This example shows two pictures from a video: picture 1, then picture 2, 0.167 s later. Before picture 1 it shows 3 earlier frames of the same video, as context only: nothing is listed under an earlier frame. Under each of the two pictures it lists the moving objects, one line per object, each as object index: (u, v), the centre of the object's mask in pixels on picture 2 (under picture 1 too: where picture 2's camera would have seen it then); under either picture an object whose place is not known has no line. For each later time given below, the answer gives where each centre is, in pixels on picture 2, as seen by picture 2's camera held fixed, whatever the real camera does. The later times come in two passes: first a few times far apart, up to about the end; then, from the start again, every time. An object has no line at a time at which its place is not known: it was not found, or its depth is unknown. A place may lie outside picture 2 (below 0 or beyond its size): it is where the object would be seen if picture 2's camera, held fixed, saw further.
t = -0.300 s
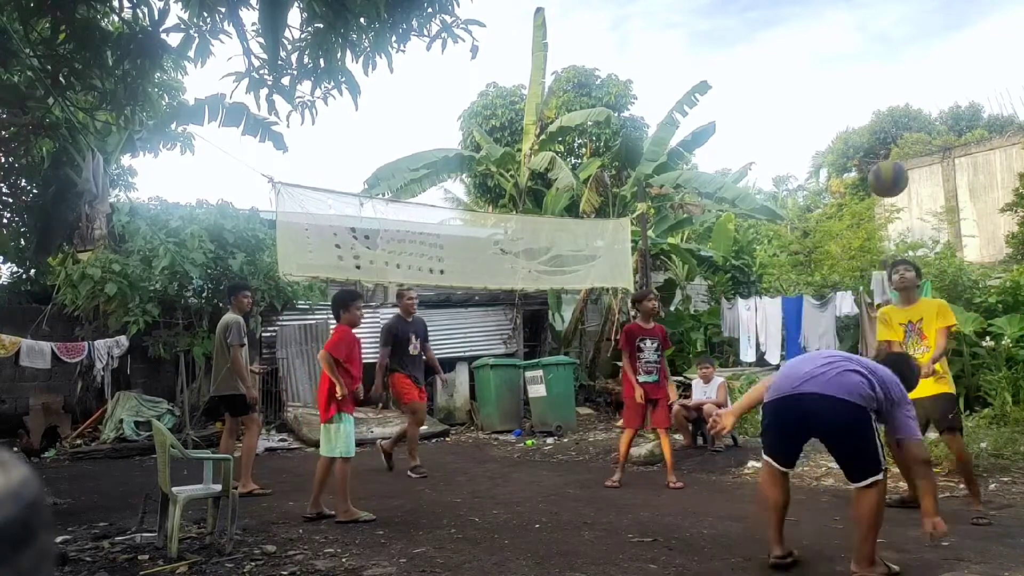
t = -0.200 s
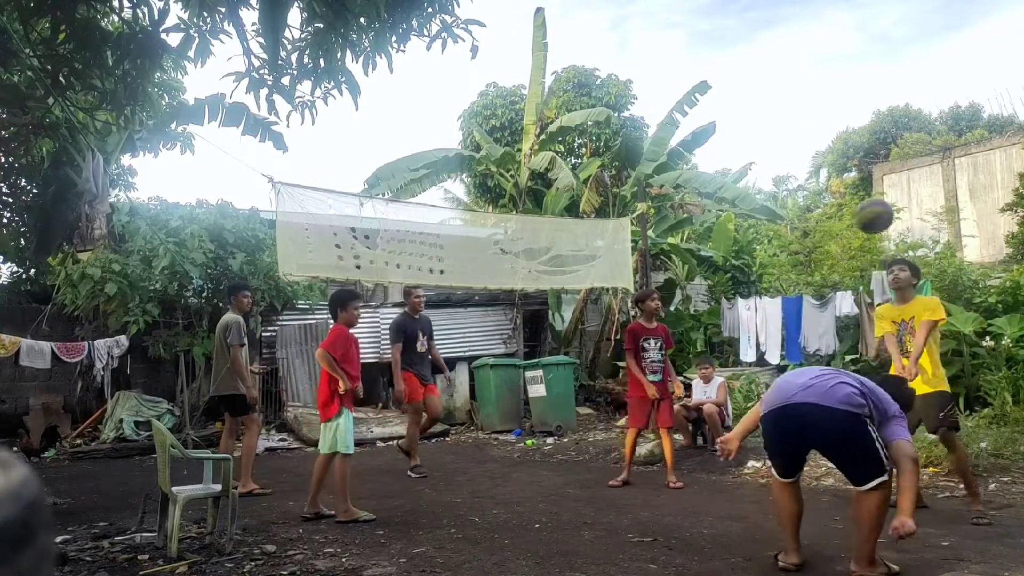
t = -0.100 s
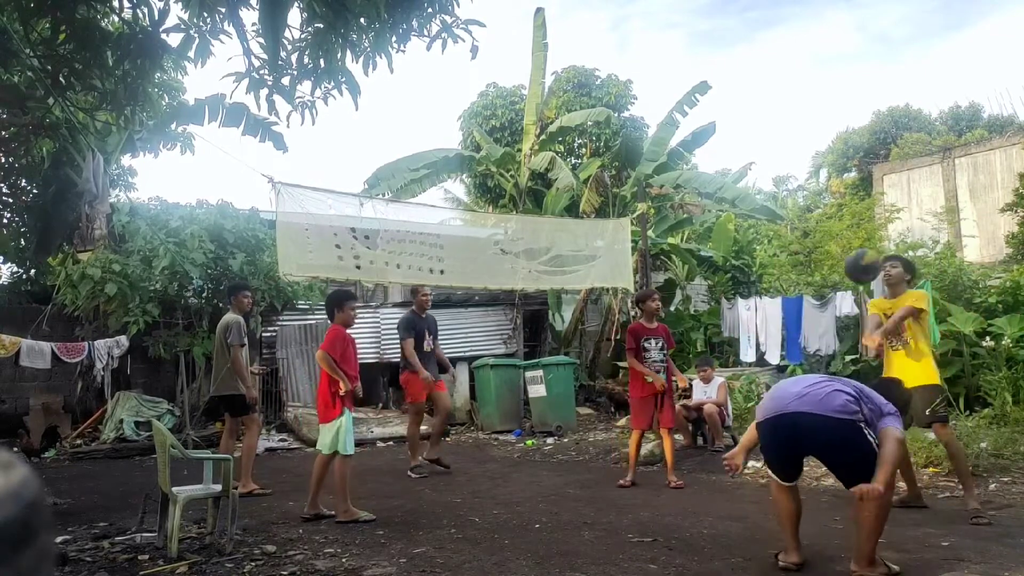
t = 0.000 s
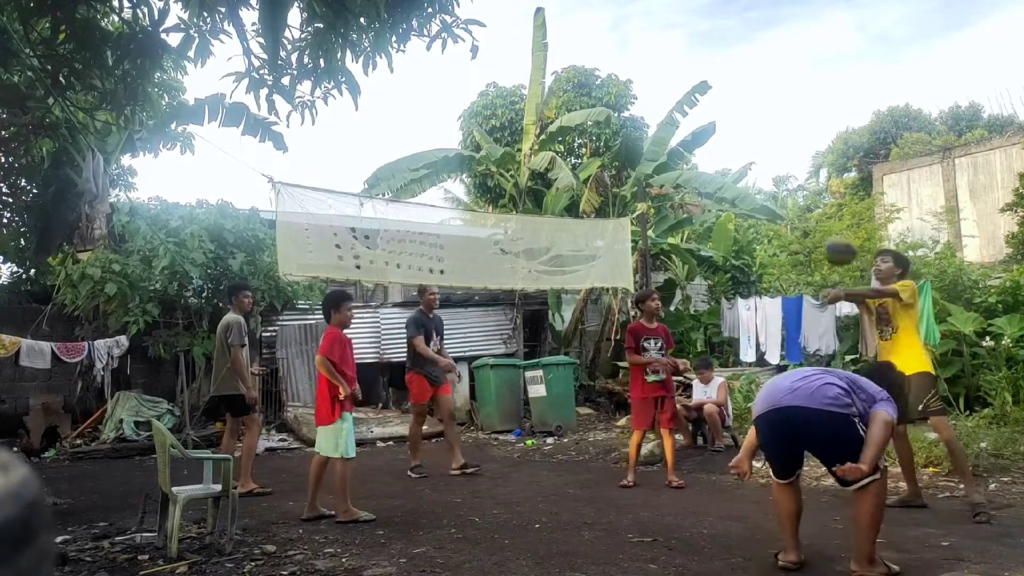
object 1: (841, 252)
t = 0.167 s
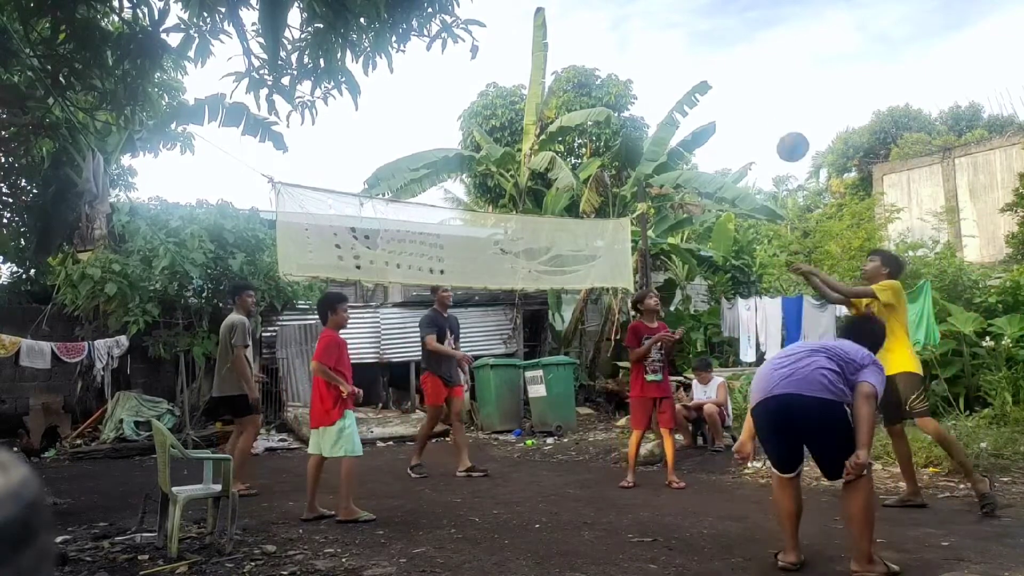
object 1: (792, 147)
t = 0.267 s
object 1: (768, 109)
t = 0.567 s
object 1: (709, 83)
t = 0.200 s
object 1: (784, 133)
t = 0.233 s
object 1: (776, 120)
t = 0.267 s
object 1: (768, 109)
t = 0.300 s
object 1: (760, 100)
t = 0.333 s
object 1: (753, 93)
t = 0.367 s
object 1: (746, 87)
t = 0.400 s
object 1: (739, 83)
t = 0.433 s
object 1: (733, 80)
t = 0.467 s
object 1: (726, 79)
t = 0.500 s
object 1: (720, 79)
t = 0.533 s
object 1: (714, 80)
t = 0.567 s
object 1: (709, 83)
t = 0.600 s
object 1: (703, 87)
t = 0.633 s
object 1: (698, 92)
